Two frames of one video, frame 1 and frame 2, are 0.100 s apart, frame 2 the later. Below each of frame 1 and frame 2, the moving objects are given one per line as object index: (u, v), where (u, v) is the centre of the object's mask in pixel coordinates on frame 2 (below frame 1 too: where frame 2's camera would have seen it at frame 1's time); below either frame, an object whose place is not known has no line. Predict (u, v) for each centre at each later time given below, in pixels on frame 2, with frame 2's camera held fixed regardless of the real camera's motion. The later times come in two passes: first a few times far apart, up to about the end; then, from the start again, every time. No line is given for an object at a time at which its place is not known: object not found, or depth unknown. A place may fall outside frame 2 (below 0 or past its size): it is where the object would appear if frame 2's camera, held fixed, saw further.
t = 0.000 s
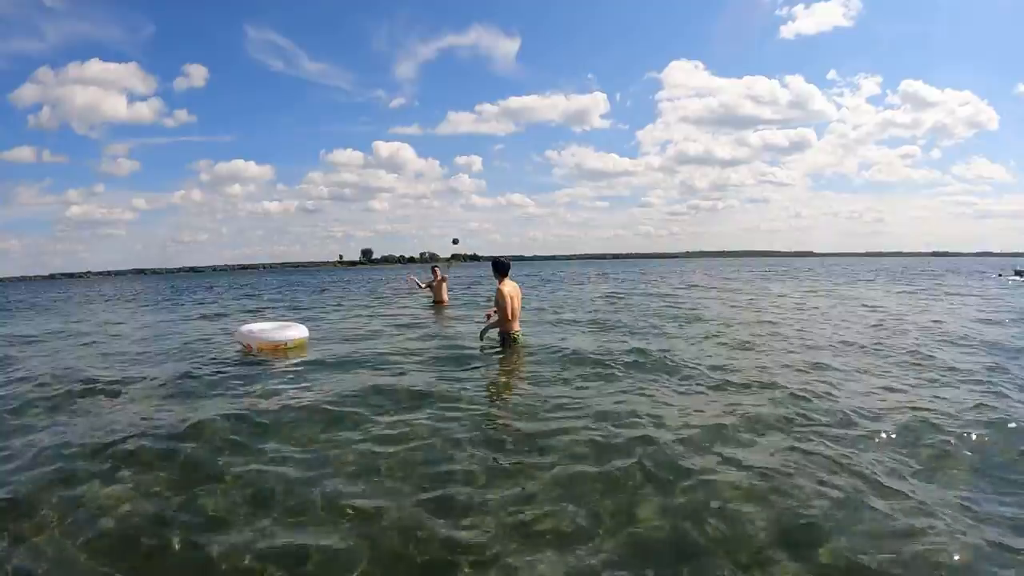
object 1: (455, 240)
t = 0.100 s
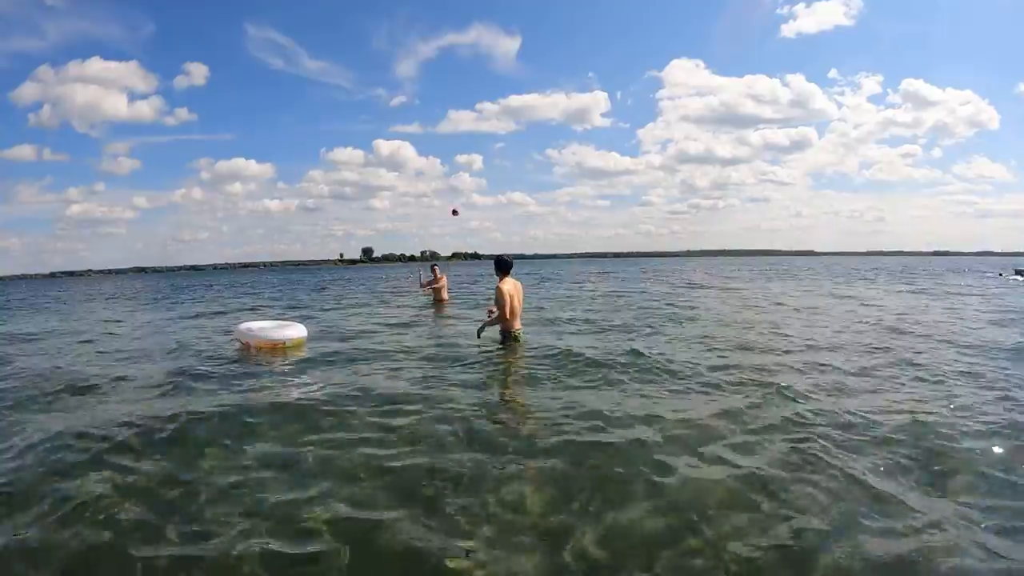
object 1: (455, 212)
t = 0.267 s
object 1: (456, 168)
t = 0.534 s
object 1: (451, 96)
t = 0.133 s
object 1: (453, 202)
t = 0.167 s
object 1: (453, 194)
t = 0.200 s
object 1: (453, 185)
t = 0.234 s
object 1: (454, 176)
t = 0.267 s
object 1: (456, 168)
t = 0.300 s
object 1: (456, 159)
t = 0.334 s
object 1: (456, 149)
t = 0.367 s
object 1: (456, 140)
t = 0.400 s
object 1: (457, 131)
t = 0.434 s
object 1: (452, 121)
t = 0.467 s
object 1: (451, 112)
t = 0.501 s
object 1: (449, 105)
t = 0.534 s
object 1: (451, 96)
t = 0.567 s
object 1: (445, 90)
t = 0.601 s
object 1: (445, 81)
